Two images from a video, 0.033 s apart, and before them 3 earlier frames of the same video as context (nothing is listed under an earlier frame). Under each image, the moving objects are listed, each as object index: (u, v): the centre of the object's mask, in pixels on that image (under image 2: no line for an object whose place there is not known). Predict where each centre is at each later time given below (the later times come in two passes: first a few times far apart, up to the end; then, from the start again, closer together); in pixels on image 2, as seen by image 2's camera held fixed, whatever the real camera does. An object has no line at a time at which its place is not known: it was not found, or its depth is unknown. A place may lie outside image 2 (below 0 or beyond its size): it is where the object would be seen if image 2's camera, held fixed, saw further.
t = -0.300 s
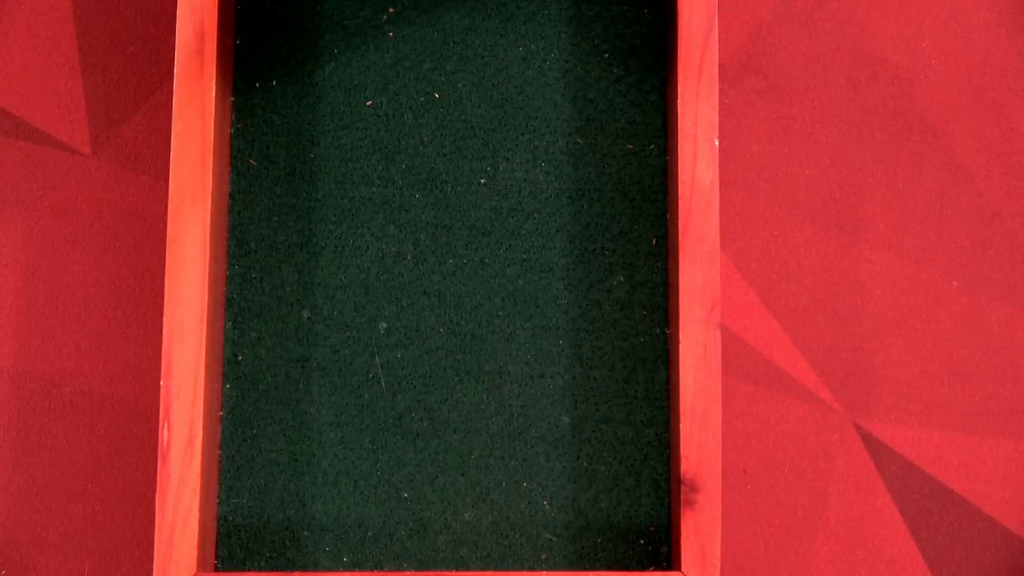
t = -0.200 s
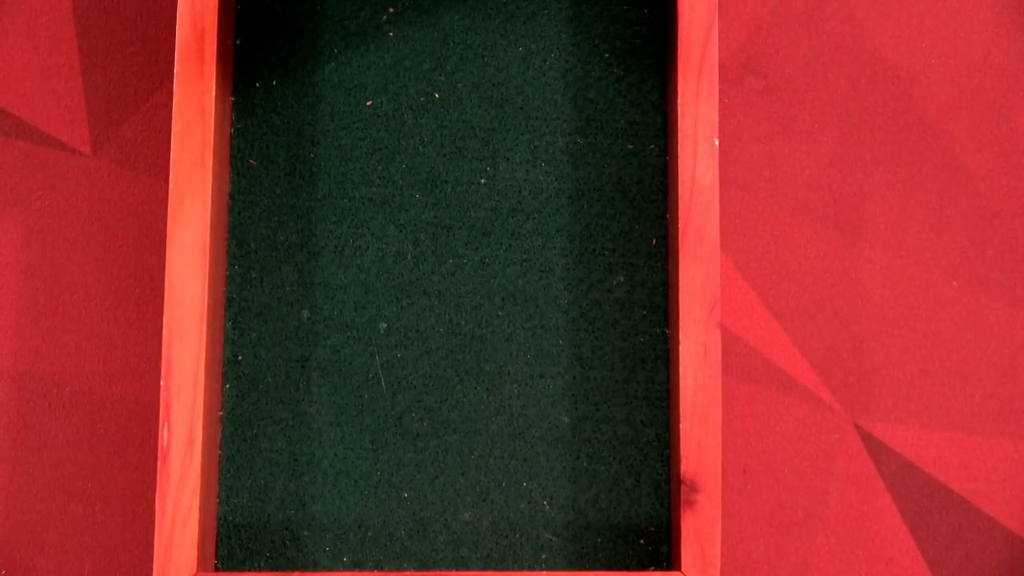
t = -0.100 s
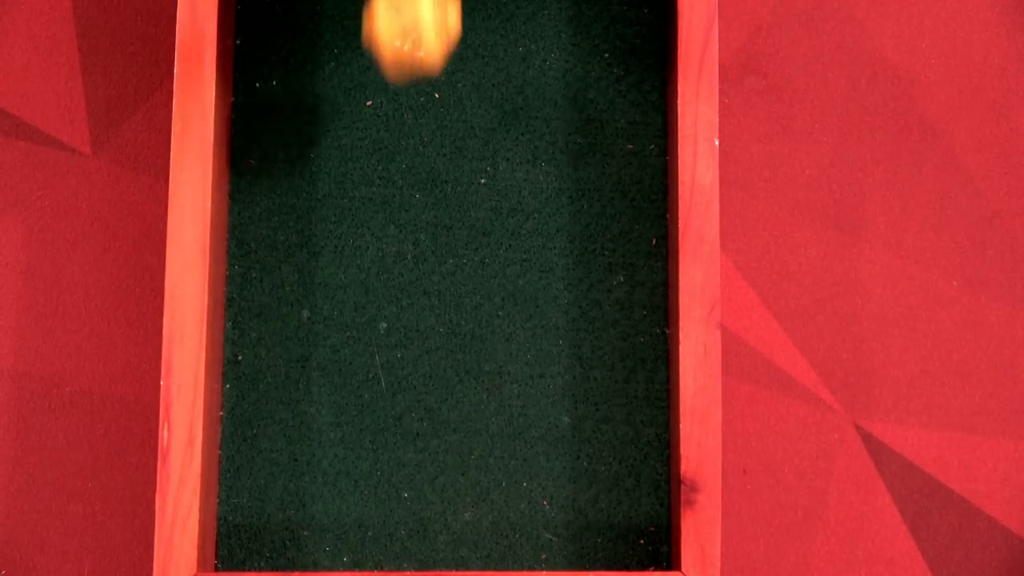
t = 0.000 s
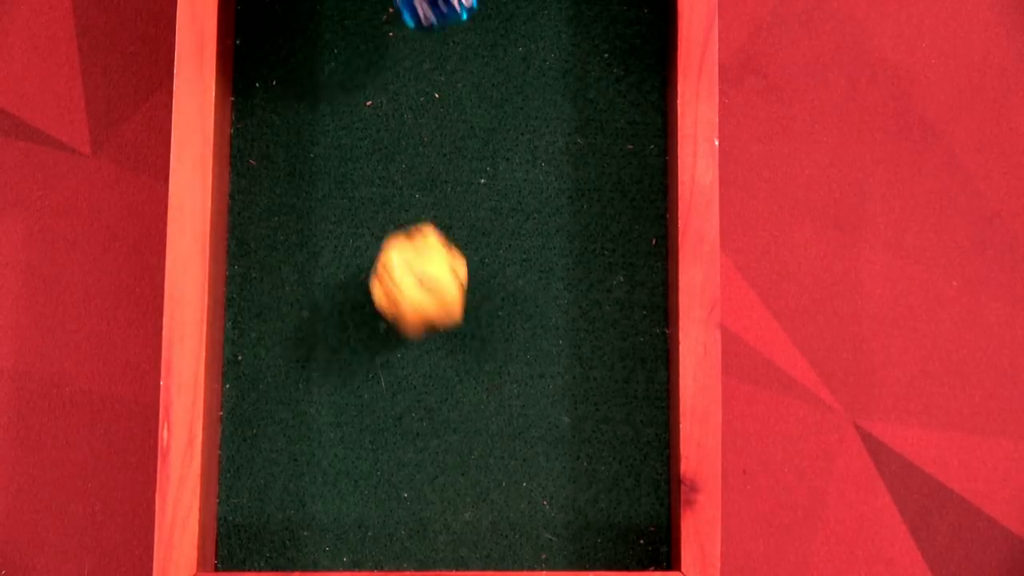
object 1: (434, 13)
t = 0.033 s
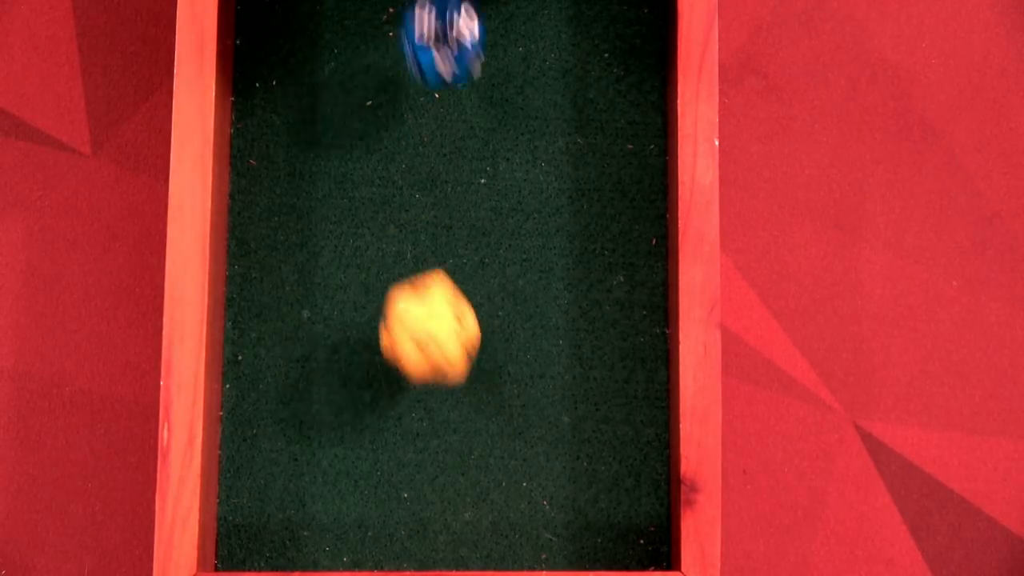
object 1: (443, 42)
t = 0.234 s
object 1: (432, 260)
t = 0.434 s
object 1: (394, 369)
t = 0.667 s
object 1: (374, 394)
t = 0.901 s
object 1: (376, 394)
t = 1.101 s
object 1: (375, 394)
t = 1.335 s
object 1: (375, 394)
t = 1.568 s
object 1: (375, 394)
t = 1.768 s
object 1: (375, 394)
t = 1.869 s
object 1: (375, 394)
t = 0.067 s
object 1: (453, 106)
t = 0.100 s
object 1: (452, 138)
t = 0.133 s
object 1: (449, 177)
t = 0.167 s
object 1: (445, 205)
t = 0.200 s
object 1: (440, 234)
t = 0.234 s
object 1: (432, 260)
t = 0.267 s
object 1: (423, 282)
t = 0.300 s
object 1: (415, 306)
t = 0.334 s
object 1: (412, 326)
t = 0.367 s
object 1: (407, 342)
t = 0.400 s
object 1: (401, 360)
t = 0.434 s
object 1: (394, 369)
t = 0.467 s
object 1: (385, 377)
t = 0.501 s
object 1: (378, 387)
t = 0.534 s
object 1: (371, 401)
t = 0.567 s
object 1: (368, 407)
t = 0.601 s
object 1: (368, 408)
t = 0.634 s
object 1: (369, 404)
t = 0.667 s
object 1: (374, 394)
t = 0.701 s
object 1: (379, 388)
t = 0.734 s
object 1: (379, 389)
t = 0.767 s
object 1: (374, 396)
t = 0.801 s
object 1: (371, 399)
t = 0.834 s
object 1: (373, 396)
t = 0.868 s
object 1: (378, 392)
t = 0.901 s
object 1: (376, 394)
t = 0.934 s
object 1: (373, 396)
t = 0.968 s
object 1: (375, 394)
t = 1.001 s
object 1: (376, 394)
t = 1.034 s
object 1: (374, 395)
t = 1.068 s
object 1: (375, 394)
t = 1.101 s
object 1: (375, 394)
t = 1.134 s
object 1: (375, 394)
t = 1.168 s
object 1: (375, 394)
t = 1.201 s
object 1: (375, 394)
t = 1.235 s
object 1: (375, 394)
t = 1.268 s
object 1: (375, 394)
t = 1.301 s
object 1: (375, 394)
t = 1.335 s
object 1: (375, 394)
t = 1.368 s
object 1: (375, 394)
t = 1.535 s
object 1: (375, 394)
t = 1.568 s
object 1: (375, 394)
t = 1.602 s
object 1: (375, 394)
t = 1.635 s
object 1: (375, 394)
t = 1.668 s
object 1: (375, 394)
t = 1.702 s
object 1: (375, 394)
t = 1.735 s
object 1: (375, 394)
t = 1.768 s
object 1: (375, 394)
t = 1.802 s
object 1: (375, 394)
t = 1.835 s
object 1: (375, 394)
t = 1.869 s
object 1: (375, 394)
